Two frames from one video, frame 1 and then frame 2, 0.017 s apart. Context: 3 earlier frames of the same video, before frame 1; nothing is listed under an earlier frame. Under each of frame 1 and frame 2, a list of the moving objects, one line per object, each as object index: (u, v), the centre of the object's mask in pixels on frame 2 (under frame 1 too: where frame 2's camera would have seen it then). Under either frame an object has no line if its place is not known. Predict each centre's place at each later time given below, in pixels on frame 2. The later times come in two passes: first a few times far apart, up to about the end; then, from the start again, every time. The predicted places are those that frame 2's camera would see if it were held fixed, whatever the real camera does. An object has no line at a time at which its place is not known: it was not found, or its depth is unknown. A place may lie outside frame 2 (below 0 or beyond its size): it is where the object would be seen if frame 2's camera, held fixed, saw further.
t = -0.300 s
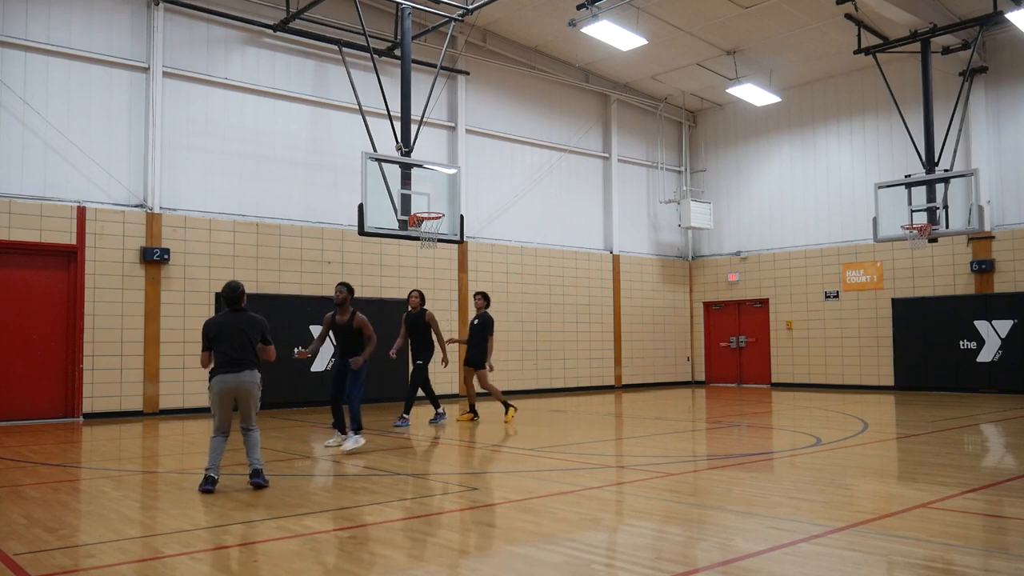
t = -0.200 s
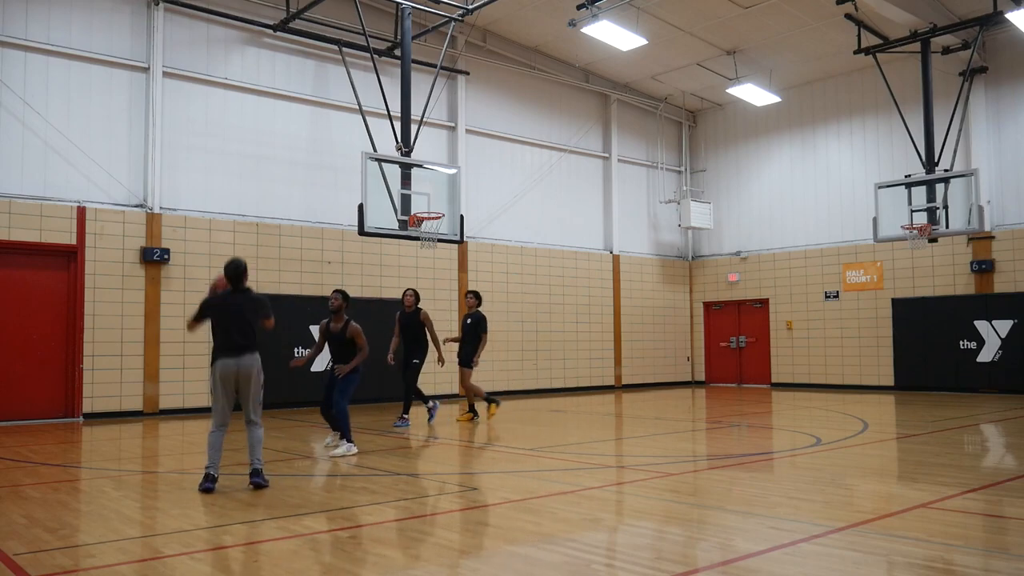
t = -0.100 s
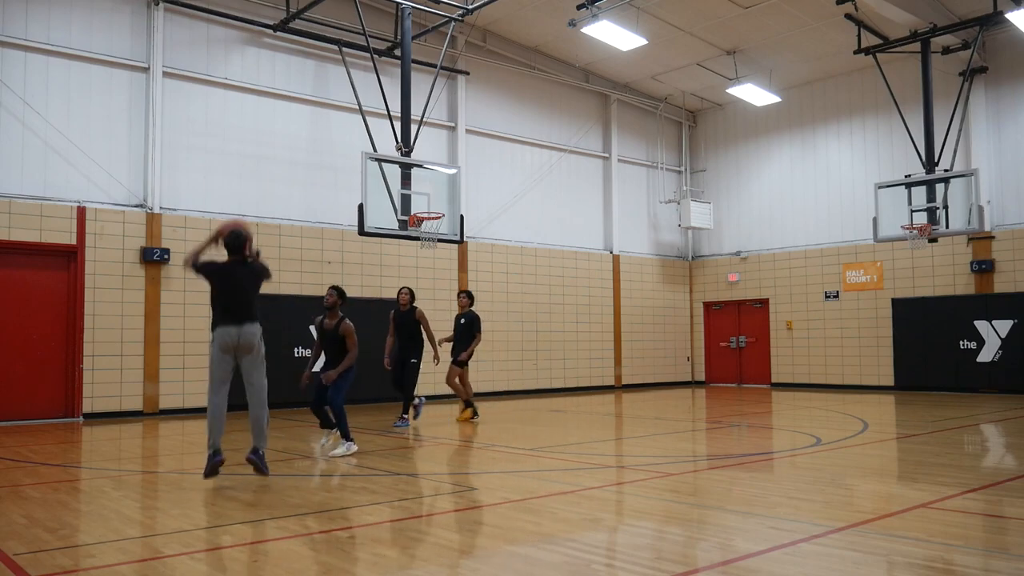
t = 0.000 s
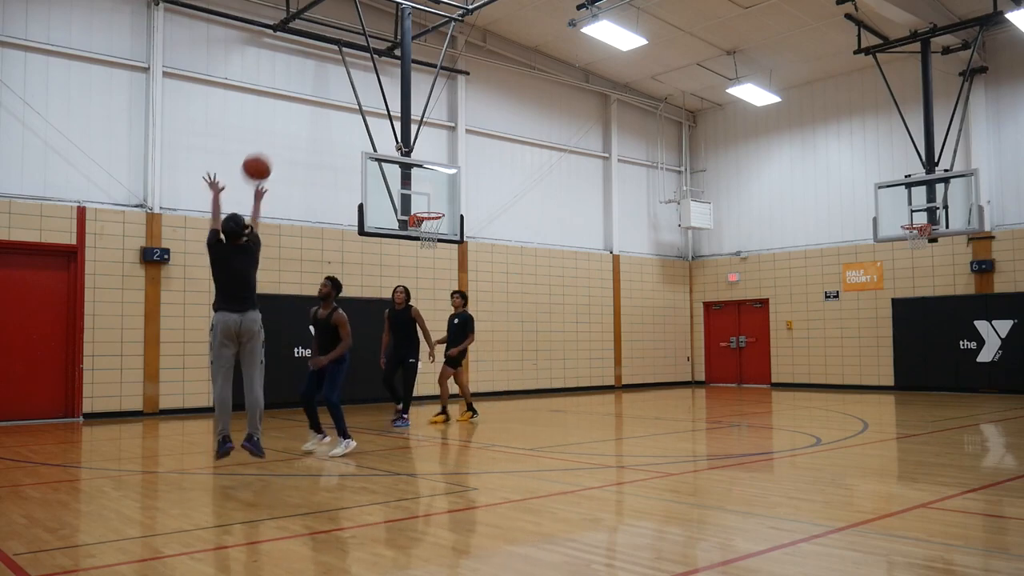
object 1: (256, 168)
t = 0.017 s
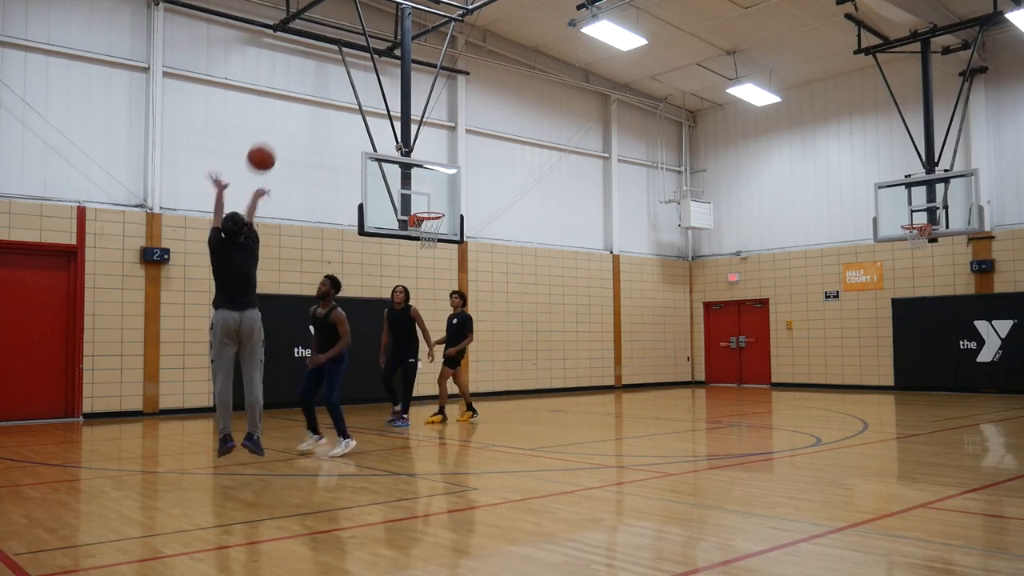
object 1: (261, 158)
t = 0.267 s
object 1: (317, 68)
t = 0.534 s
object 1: (358, 57)
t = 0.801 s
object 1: (387, 99)
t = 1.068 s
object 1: (408, 178)
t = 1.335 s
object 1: (400, 166)
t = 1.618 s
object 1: (406, 145)
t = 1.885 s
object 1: (414, 172)
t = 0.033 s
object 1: (265, 149)
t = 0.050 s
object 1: (270, 140)
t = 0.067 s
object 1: (274, 132)
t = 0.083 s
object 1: (278, 124)
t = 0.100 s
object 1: (282, 117)
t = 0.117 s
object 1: (286, 110)
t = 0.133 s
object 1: (290, 104)
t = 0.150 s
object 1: (293, 98)
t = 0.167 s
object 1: (297, 92)
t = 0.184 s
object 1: (301, 87)
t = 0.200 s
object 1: (304, 83)
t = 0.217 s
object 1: (307, 78)
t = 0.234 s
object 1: (311, 75)
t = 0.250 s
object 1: (314, 71)
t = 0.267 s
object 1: (317, 68)
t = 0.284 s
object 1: (320, 65)
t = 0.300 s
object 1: (323, 63)
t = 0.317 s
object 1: (326, 61)
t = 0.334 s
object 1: (329, 60)
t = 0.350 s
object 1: (331, 58)
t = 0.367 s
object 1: (334, 56)
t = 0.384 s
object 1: (336, 56)
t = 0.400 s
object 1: (339, 55)
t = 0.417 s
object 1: (342, 54)
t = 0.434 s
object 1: (344, 54)
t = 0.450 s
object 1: (347, 54)
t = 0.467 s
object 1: (349, 54)
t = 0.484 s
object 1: (351, 54)
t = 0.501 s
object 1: (354, 55)
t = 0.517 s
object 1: (356, 56)
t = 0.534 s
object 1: (358, 57)
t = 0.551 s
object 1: (360, 59)
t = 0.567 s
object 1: (362, 60)
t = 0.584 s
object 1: (364, 61)
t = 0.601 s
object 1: (366, 63)
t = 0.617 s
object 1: (368, 65)
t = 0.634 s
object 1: (370, 68)
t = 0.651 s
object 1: (372, 70)
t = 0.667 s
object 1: (374, 72)
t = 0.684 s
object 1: (375, 75)
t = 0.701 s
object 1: (377, 78)
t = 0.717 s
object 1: (379, 81)
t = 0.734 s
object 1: (380, 84)
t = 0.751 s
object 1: (382, 88)
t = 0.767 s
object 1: (383, 91)
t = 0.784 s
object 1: (385, 95)
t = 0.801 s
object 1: (387, 99)
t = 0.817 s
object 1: (388, 103)
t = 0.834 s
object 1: (390, 107)
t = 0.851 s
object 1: (391, 111)
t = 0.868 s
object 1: (393, 116)
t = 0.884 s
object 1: (394, 120)
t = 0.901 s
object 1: (396, 125)
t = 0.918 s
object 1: (397, 129)
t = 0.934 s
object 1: (399, 134)
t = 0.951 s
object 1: (400, 140)
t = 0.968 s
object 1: (402, 145)
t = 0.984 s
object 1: (403, 149)
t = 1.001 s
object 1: (403, 155)
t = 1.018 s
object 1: (405, 161)
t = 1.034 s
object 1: (406, 167)
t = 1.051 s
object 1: (407, 172)
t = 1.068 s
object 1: (408, 178)
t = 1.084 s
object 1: (409, 184)
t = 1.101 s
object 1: (410, 190)
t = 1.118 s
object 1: (411, 196)
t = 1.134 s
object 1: (412, 202)
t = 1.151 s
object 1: (413, 206)
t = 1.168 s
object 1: (412, 203)
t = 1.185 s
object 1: (410, 198)
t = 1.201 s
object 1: (409, 194)
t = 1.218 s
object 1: (408, 189)
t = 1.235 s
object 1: (406, 185)
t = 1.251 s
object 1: (405, 182)
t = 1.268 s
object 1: (404, 178)
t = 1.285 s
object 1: (403, 175)
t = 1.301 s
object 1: (402, 172)
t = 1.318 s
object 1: (400, 168)
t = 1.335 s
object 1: (400, 166)
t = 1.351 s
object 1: (401, 163)
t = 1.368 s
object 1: (401, 160)
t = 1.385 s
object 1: (401, 158)
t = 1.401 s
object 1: (401, 157)
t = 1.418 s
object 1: (402, 154)
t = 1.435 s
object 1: (402, 152)
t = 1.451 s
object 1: (403, 150)
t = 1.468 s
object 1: (403, 149)
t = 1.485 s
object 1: (404, 149)
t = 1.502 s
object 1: (404, 148)
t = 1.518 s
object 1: (404, 147)
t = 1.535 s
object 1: (405, 147)
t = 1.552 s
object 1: (405, 146)
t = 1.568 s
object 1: (406, 145)
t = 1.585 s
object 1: (405, 145)
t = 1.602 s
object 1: (406, 145)
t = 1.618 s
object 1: (406, 145)
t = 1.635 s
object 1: (407, 145)
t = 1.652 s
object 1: (407, 145)
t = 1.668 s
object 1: (408, 146)
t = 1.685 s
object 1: (408, 147)
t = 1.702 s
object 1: (409, 148)
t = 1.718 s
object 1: (410, 149)
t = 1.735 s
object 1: (410, 150)
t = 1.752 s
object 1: (411, 152)
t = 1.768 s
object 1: (412, 154)
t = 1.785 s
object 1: (412, 156)
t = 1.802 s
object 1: (413, 158)
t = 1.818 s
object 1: (413, 160)
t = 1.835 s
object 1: (414, 163)
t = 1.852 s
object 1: (414, 166)
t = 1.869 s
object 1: (415, 168)
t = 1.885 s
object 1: (414, 172)
